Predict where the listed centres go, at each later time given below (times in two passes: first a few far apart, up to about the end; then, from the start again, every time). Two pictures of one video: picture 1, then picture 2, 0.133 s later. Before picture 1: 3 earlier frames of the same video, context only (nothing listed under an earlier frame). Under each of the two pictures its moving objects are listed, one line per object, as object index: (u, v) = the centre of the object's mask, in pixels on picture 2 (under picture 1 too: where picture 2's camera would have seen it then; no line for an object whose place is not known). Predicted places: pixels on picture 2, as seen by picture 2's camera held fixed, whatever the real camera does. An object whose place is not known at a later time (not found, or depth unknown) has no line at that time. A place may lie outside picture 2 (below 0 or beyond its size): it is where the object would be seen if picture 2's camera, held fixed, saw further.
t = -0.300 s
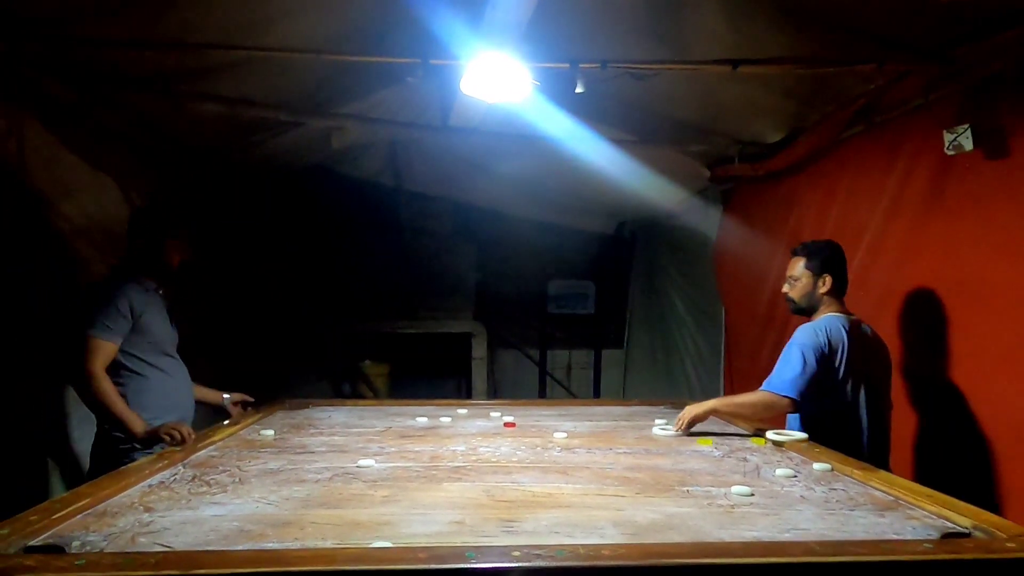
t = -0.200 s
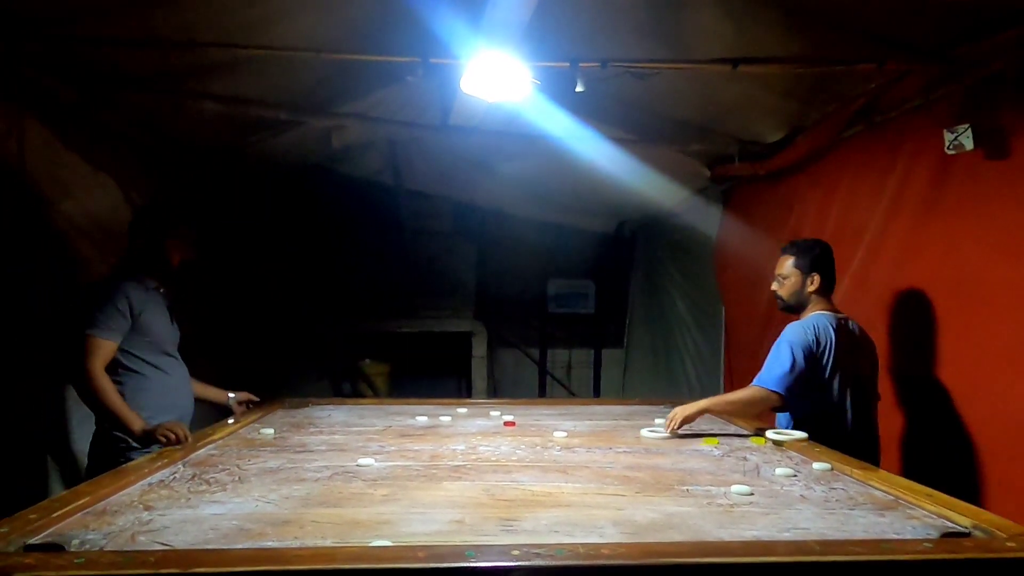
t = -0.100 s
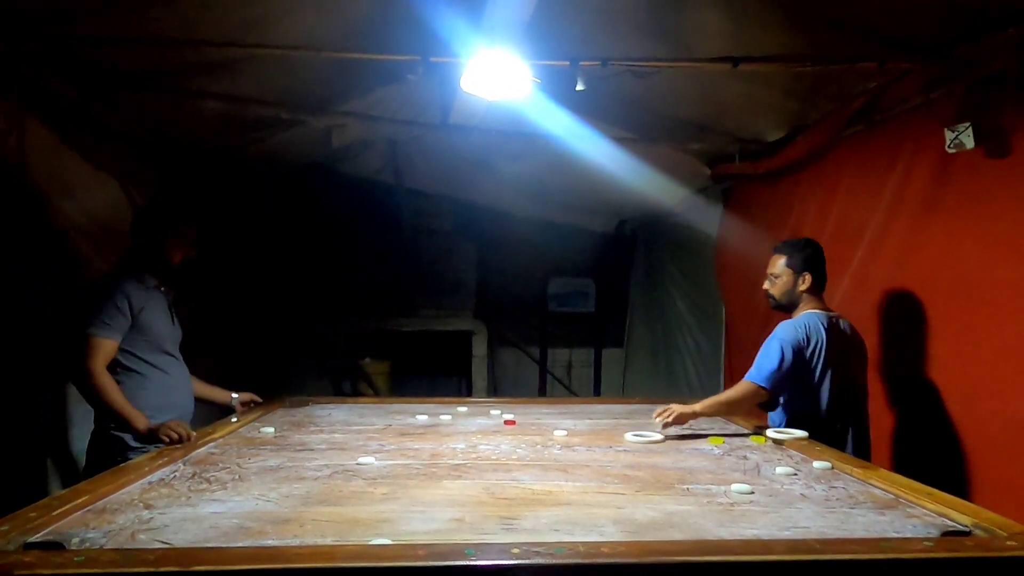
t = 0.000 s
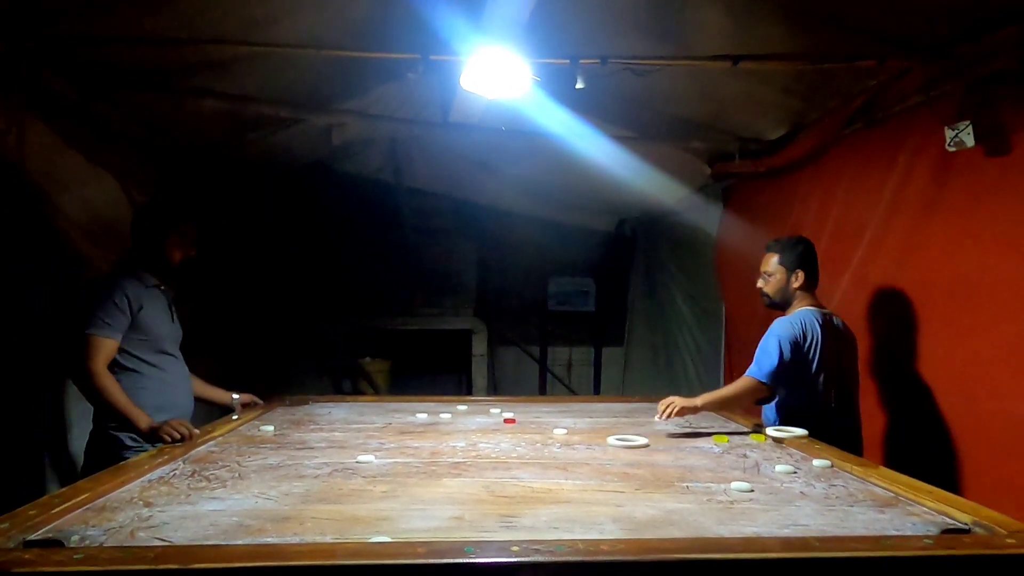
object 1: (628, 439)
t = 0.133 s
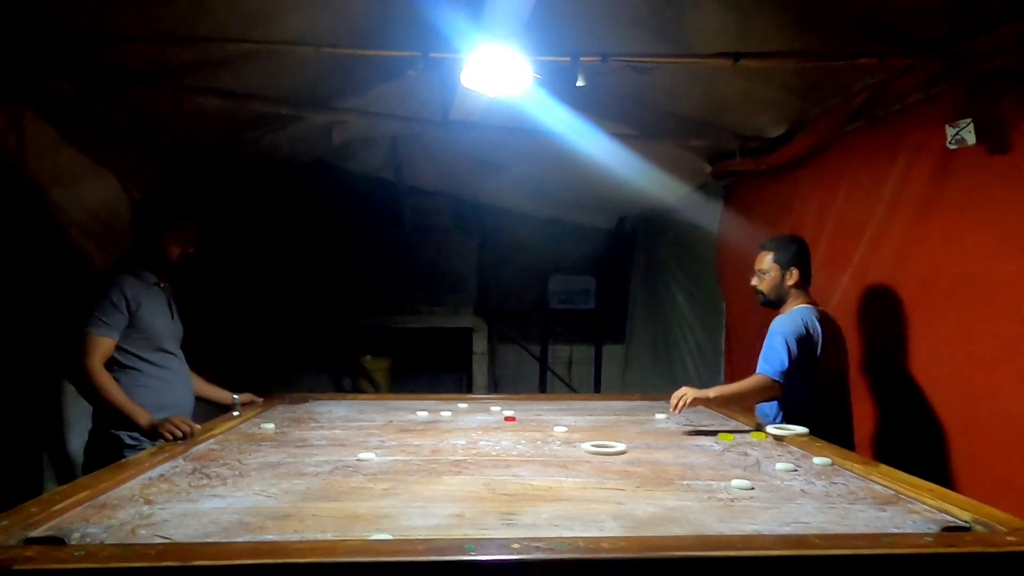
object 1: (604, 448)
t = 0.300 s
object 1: (570, 460)
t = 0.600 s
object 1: (496, 486)
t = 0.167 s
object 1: (598, 450)
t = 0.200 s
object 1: (592, 452)
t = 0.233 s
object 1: (584, 455)
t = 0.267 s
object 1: (578, 457)
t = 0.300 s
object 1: (570, 460)
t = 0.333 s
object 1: (564, 462)
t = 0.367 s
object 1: (556, 465)
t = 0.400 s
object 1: (548, 468)
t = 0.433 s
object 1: (540, 471)
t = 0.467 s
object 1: (532, 473)
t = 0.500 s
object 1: (523, 476)
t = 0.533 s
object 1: (515, 479)
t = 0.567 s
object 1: (506, 483)
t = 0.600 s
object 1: (496, 486)
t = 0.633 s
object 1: (487, 489)
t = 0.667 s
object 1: (477, 492)
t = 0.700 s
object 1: (466, 496)
